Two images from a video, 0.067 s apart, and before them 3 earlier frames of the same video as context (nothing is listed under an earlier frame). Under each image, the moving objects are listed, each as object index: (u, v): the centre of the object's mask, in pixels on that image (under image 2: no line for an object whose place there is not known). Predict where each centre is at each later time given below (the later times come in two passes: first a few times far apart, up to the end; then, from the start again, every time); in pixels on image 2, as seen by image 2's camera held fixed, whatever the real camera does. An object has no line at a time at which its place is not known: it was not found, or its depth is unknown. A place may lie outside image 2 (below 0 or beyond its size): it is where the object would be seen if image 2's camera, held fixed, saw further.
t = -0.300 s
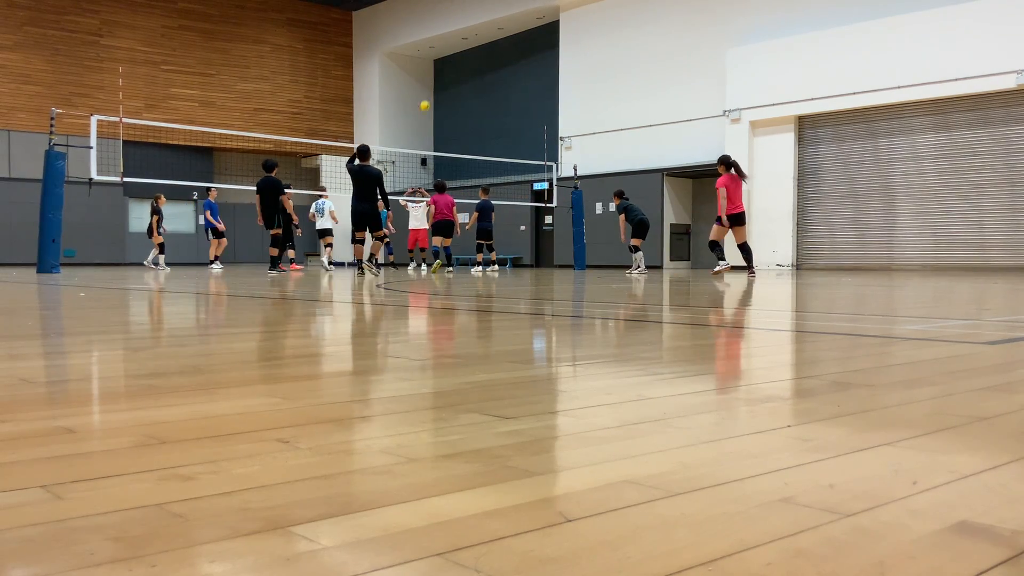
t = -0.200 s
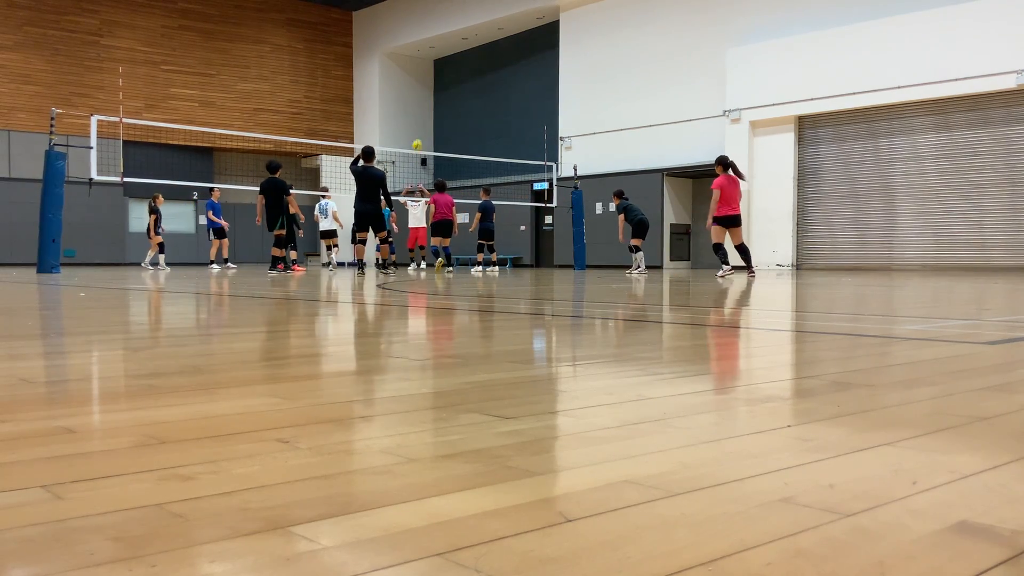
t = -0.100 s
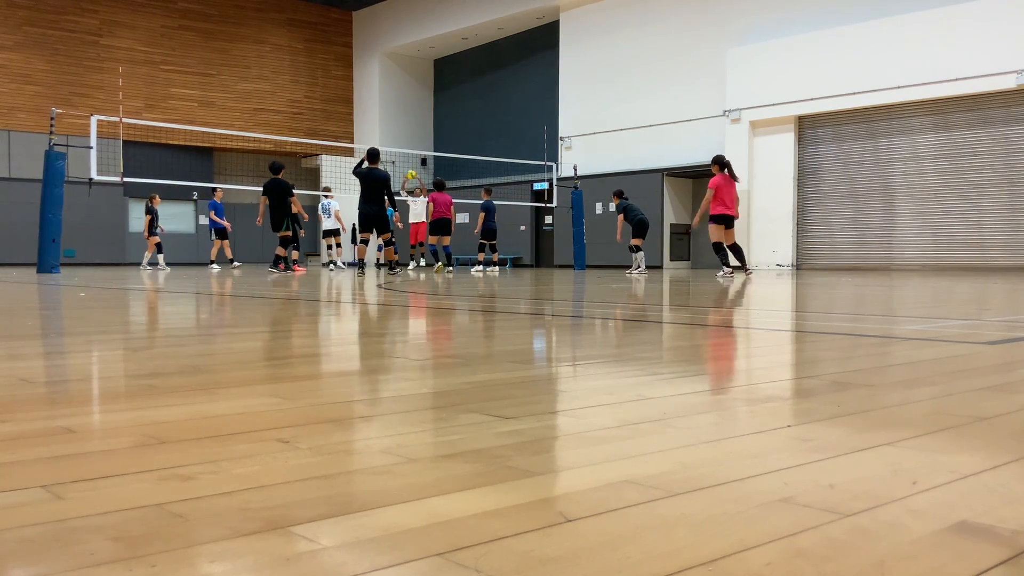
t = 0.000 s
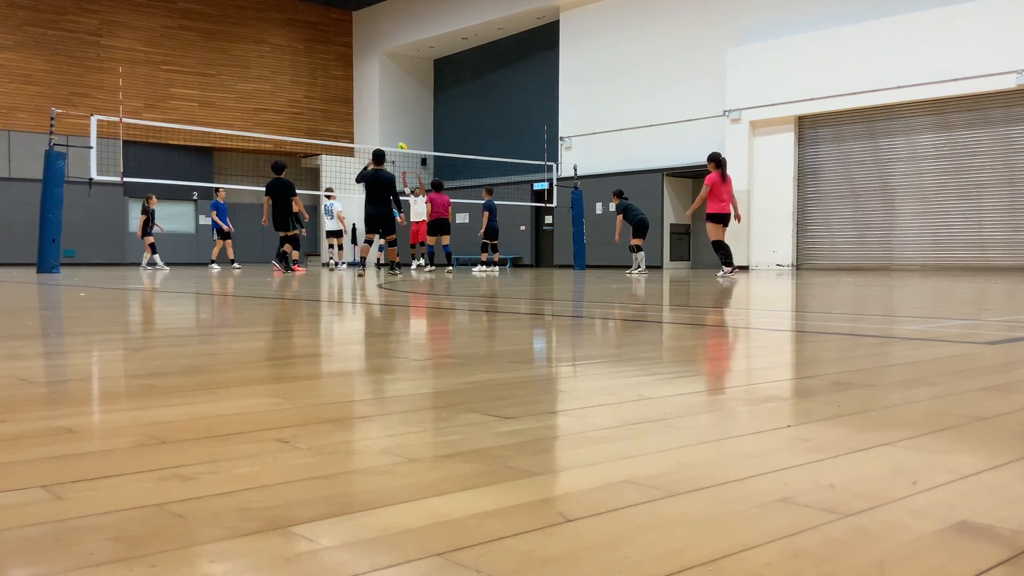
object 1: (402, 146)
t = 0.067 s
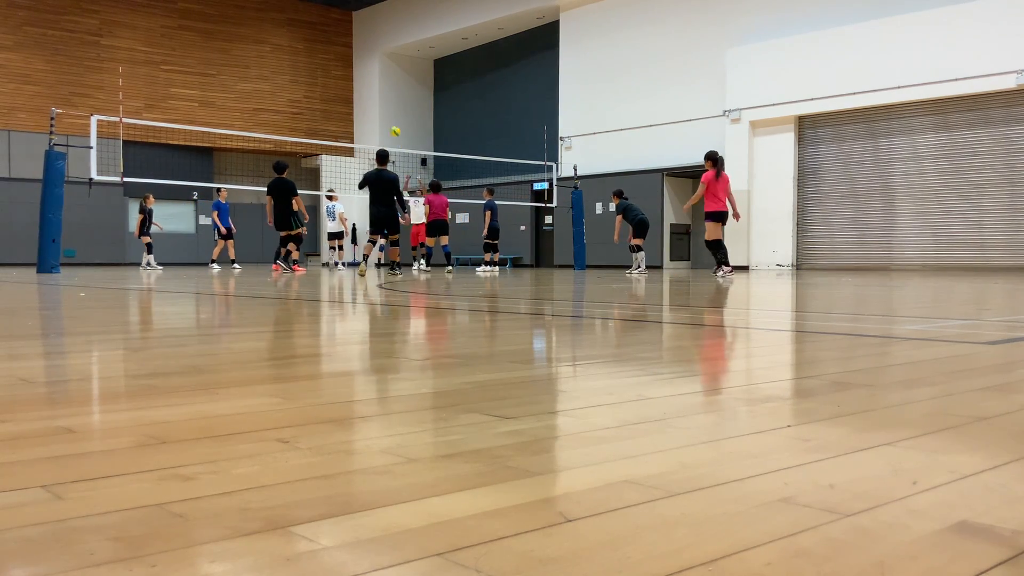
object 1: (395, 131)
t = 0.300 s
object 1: (372, 91)
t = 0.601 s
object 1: (341, 77)
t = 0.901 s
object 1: (310, 107)
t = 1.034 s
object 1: (296, 133)
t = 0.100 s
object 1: (392, 124)
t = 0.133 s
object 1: (389, 117)
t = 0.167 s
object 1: (385, 111)
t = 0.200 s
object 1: (382, 105)
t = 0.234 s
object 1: (378, 100)
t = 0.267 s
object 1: (375, 95)
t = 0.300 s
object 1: (372, 91)
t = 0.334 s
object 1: (368, 88)
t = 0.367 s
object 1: (365, 84)
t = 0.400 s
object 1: (361, 82)
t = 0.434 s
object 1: (358, 80)
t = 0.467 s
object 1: (354, 79)
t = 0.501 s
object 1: (351, 78)
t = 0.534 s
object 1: (347, 77)
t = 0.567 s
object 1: (344, 77)
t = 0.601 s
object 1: (341, 77)
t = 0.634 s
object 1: (337, 78)
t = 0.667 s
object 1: (334, 80)
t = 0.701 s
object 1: (330, 82)
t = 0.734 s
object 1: (327, 85)
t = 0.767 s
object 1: (323, 88)
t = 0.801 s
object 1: (320, 92)
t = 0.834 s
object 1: (317, 96)
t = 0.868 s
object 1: (313, 101)
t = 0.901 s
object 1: (310, 107)
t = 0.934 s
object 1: (306, 113)
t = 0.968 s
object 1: (303, 120)
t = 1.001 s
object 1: (300, 127)
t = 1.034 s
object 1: (296, 133)
